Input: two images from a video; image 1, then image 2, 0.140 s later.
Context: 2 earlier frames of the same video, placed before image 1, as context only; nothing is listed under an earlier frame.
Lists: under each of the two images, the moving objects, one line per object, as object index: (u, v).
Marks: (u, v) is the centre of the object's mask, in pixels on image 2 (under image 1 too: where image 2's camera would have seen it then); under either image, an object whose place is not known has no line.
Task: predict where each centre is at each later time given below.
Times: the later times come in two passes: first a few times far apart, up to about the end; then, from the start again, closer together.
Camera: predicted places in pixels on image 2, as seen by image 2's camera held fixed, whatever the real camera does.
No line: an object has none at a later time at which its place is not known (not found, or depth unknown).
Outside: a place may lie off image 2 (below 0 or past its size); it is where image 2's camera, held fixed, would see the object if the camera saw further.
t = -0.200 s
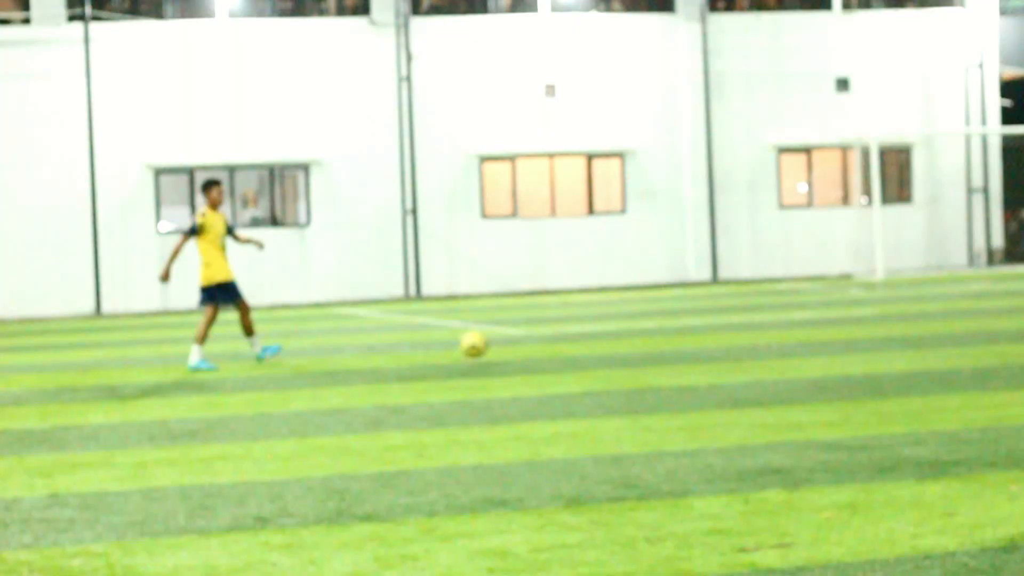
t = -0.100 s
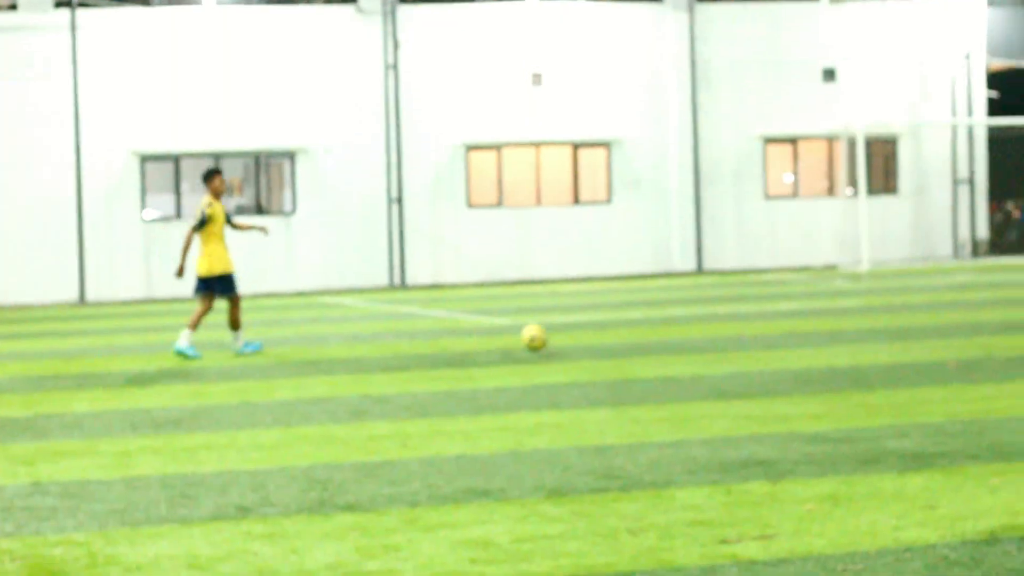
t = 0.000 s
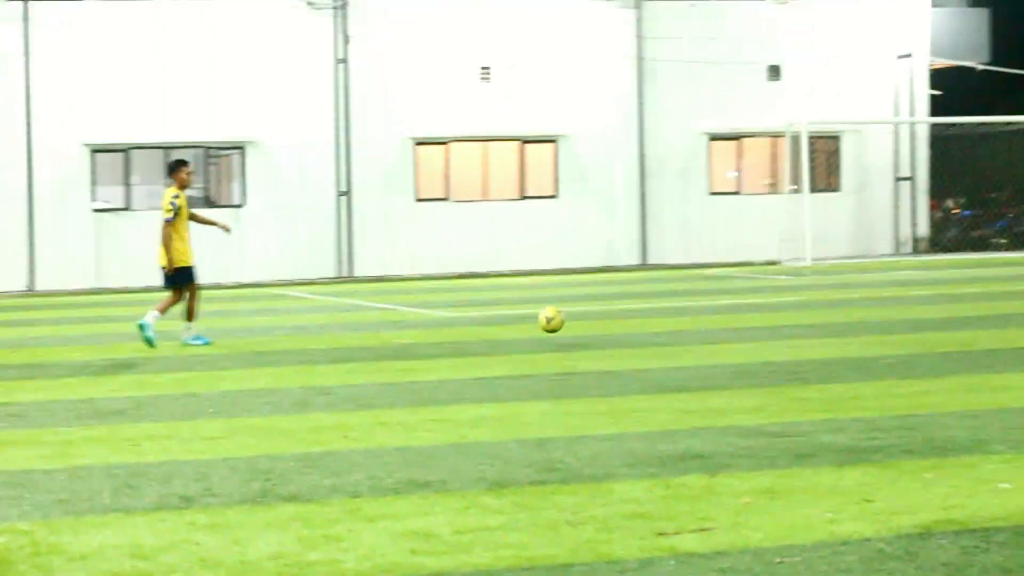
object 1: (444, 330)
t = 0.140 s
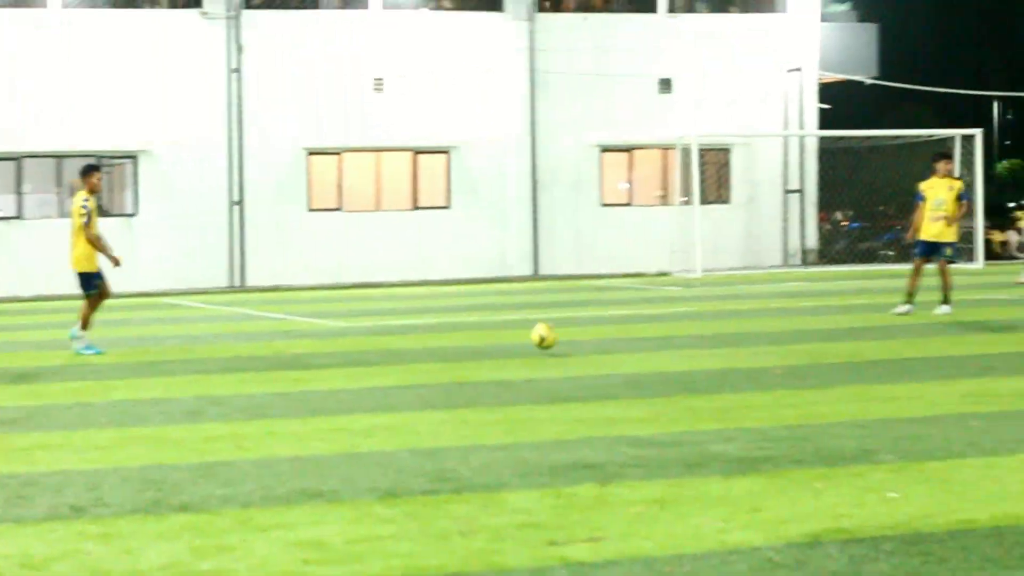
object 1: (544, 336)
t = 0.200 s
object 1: (588, 344)
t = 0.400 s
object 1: (734, 332)
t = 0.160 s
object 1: (559, 338)
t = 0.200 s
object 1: (588, 344)
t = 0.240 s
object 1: (617, 337)
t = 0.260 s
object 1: (631, 335)
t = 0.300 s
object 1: (661, 332)
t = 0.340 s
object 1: (690, 330)
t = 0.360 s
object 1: (704, 330)
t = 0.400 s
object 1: (734, 332)
